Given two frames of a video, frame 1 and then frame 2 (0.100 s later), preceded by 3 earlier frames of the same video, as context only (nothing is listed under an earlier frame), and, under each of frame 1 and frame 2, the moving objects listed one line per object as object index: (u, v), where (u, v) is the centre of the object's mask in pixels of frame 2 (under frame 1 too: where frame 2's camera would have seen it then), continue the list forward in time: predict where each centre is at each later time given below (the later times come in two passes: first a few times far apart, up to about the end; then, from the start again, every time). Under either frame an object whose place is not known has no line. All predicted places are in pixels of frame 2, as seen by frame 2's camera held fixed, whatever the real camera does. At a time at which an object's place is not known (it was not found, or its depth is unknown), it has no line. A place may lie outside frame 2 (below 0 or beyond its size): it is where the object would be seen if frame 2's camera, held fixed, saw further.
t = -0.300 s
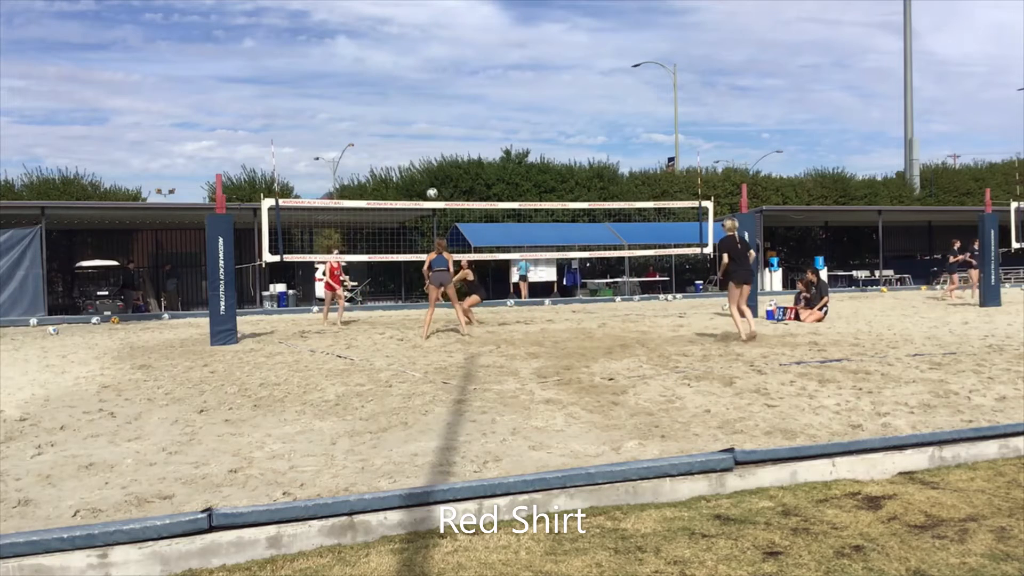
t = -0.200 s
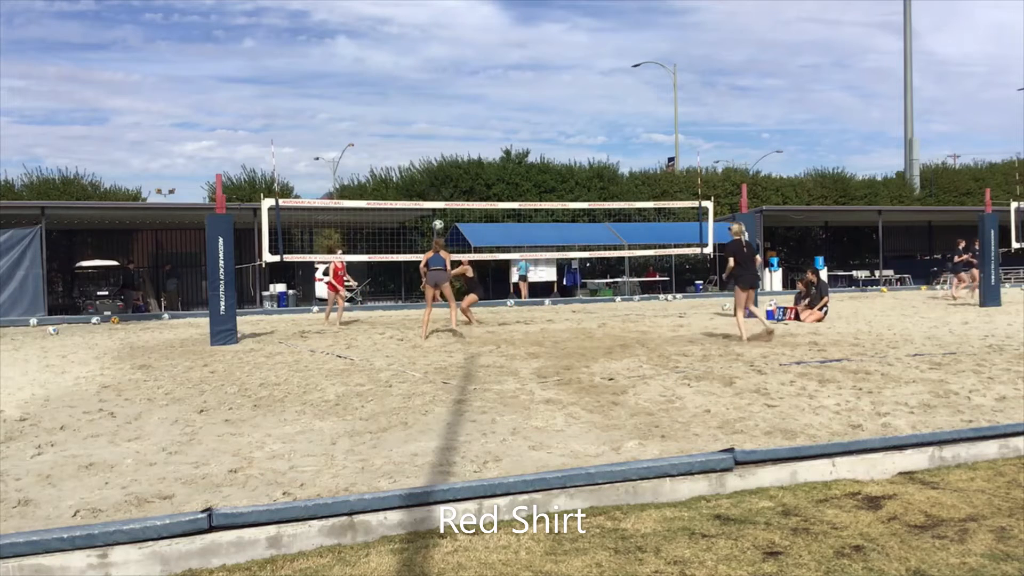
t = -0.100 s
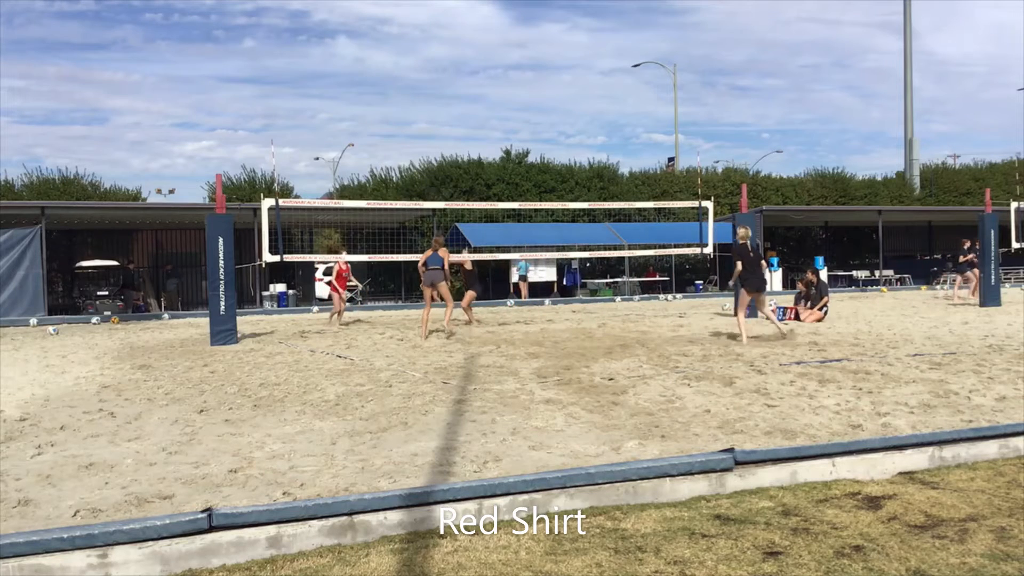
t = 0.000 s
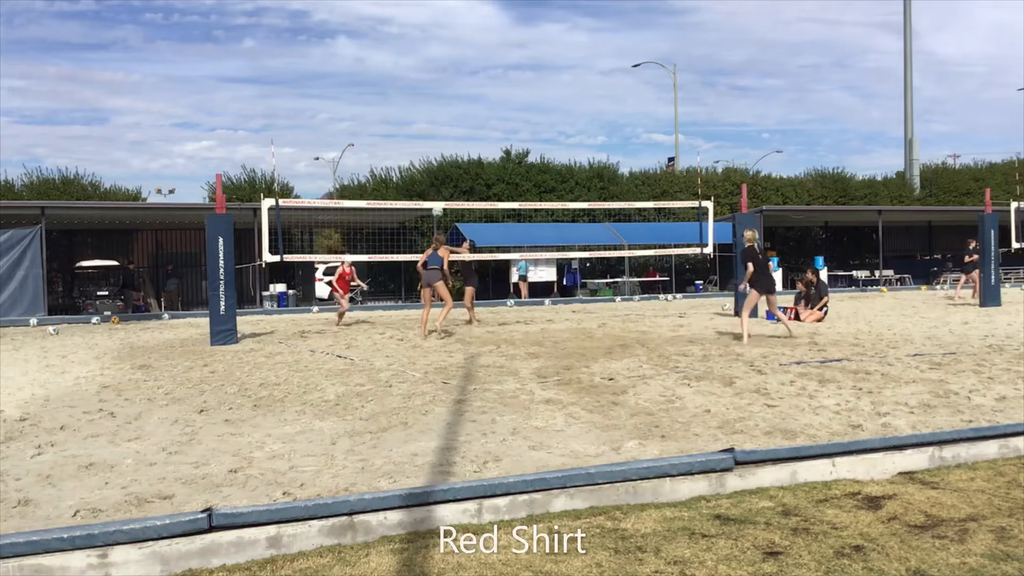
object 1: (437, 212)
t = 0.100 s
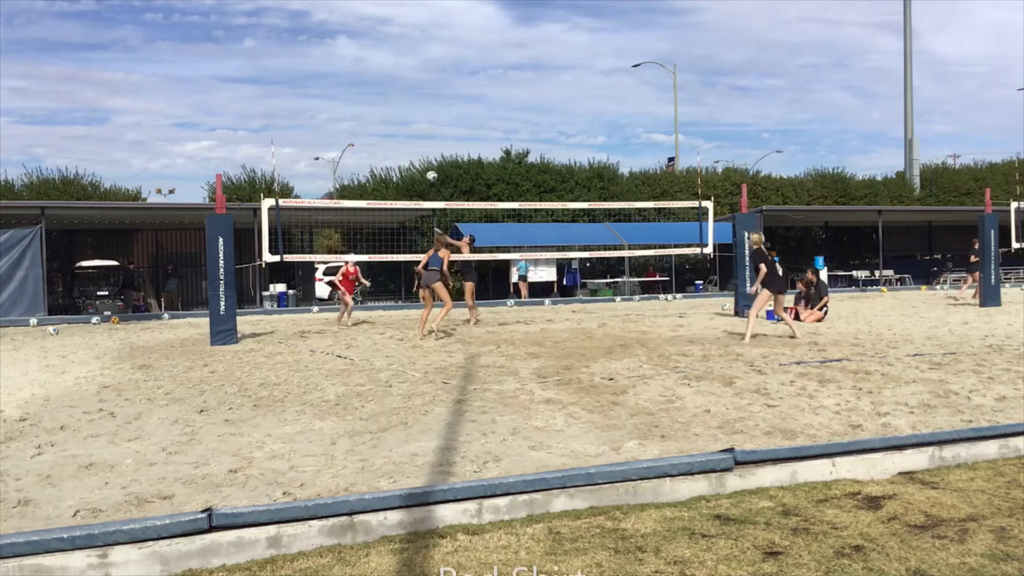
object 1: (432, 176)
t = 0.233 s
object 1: (424, 137)
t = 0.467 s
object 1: (411, 91)
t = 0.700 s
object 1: (400, 72)
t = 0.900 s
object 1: (390, 80)
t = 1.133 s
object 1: (381, 117)
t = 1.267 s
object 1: (377, 151)
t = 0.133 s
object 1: (429, 164)
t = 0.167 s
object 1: (427, 156)
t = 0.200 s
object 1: (426, 146)
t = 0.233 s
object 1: (424, 137)
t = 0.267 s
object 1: (422, 129)
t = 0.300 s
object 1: (420, 121)
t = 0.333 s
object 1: (418, 114)
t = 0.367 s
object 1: (416, 108)
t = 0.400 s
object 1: (414, 101)
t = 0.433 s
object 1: (413, 96)
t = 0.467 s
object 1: (411, 91)
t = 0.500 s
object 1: (409, 86)
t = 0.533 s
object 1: (408, 83)
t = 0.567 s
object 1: (406, 79)
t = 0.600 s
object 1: (405, 77)
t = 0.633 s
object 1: (403, 75)
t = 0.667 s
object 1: (401, 73)
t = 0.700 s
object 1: (400, 72)
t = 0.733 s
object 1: (398, 72)
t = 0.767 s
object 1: (397, 73)
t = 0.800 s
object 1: (395, 74)
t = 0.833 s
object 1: (393, 75)
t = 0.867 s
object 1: (392, 77)
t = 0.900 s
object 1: (390, 80)
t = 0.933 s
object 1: (389, 83)
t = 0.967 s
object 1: (387, 88)
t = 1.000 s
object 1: (386, 92)
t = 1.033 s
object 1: (385, 97)
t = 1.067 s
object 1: (383, 103)
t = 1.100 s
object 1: (382, 109)
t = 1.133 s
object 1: (381, 117)
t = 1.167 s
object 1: (380, 124)
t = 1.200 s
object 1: (379, 132)
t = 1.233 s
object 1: (378, 141)
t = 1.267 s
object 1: (377, 151)
